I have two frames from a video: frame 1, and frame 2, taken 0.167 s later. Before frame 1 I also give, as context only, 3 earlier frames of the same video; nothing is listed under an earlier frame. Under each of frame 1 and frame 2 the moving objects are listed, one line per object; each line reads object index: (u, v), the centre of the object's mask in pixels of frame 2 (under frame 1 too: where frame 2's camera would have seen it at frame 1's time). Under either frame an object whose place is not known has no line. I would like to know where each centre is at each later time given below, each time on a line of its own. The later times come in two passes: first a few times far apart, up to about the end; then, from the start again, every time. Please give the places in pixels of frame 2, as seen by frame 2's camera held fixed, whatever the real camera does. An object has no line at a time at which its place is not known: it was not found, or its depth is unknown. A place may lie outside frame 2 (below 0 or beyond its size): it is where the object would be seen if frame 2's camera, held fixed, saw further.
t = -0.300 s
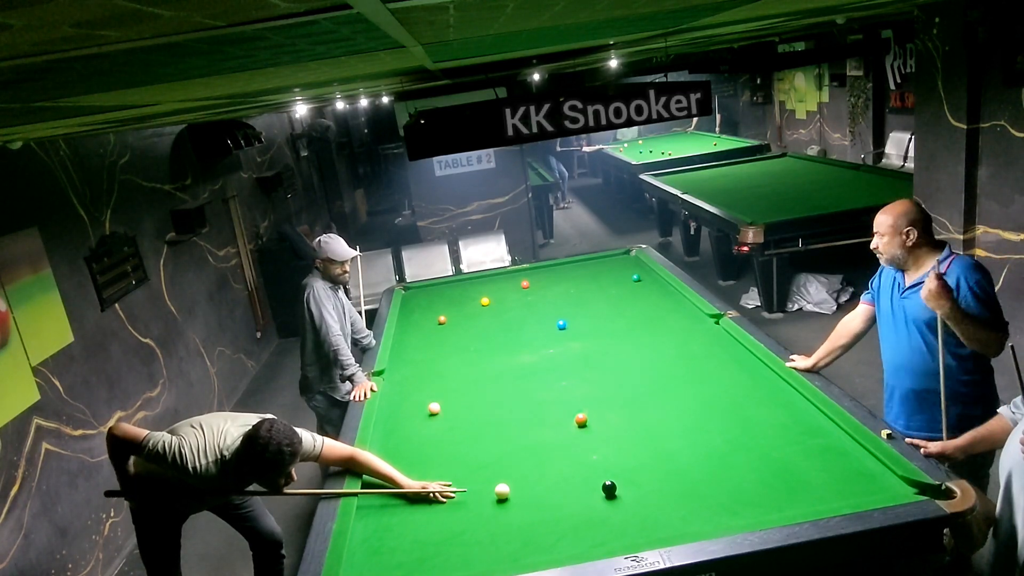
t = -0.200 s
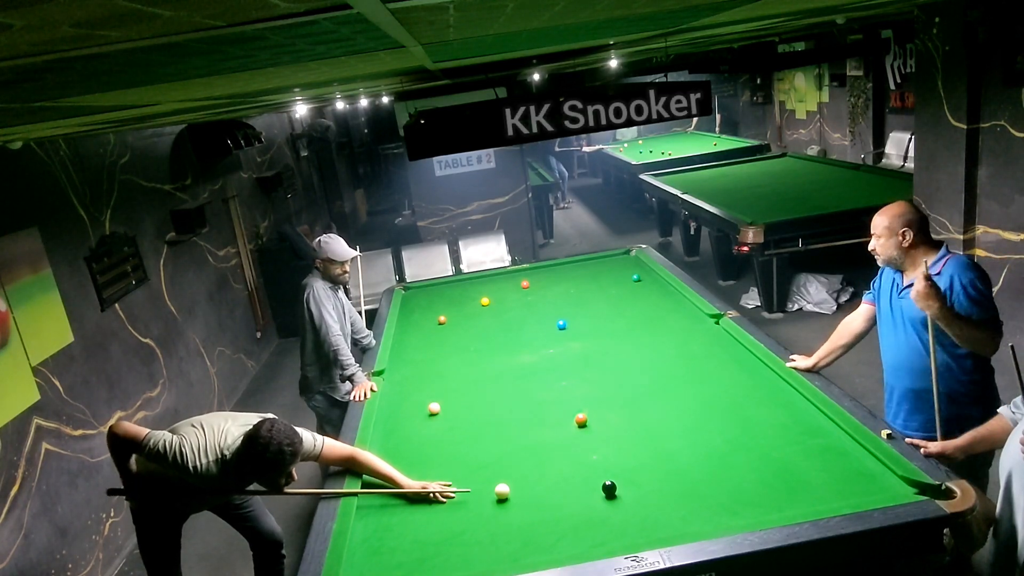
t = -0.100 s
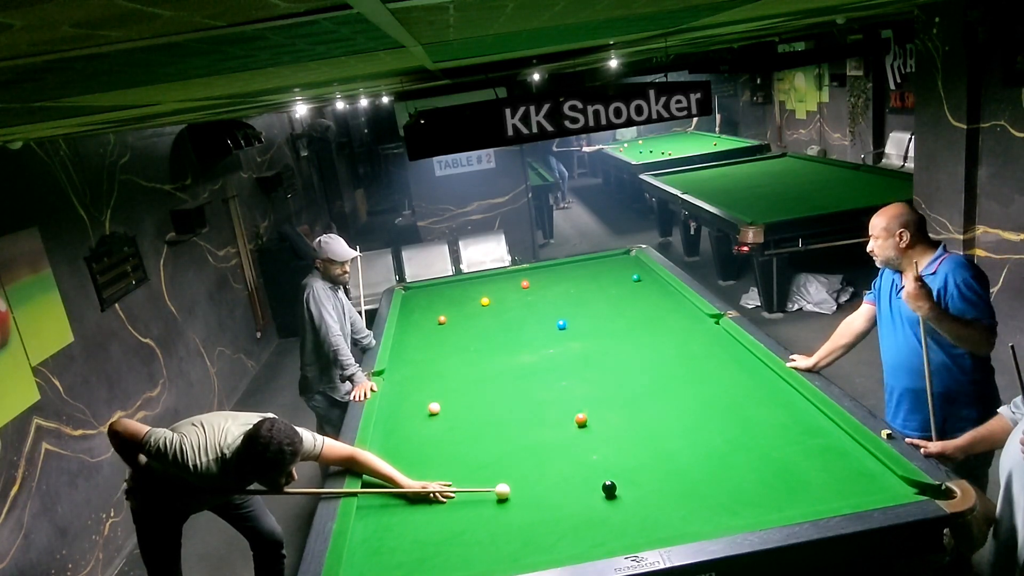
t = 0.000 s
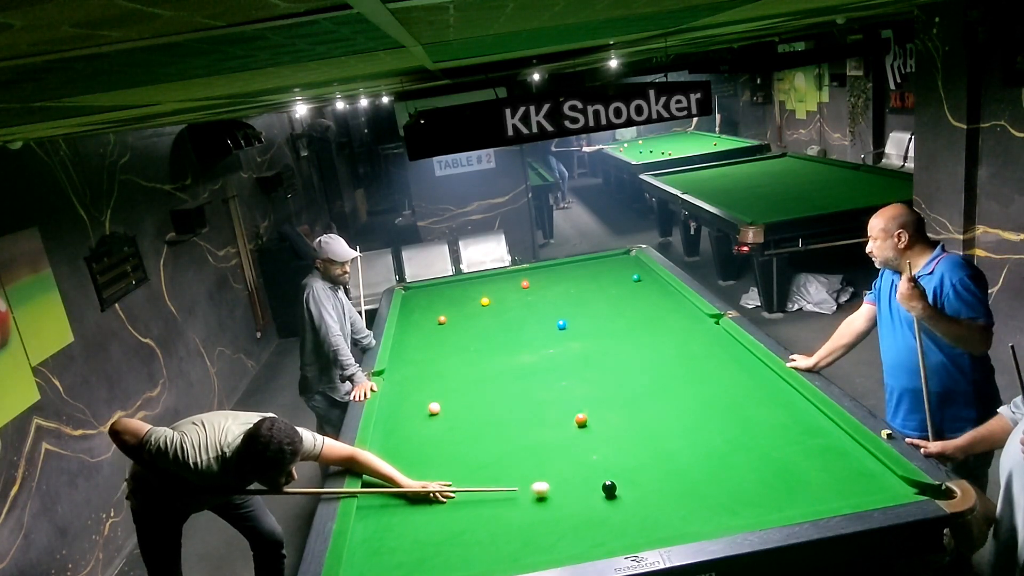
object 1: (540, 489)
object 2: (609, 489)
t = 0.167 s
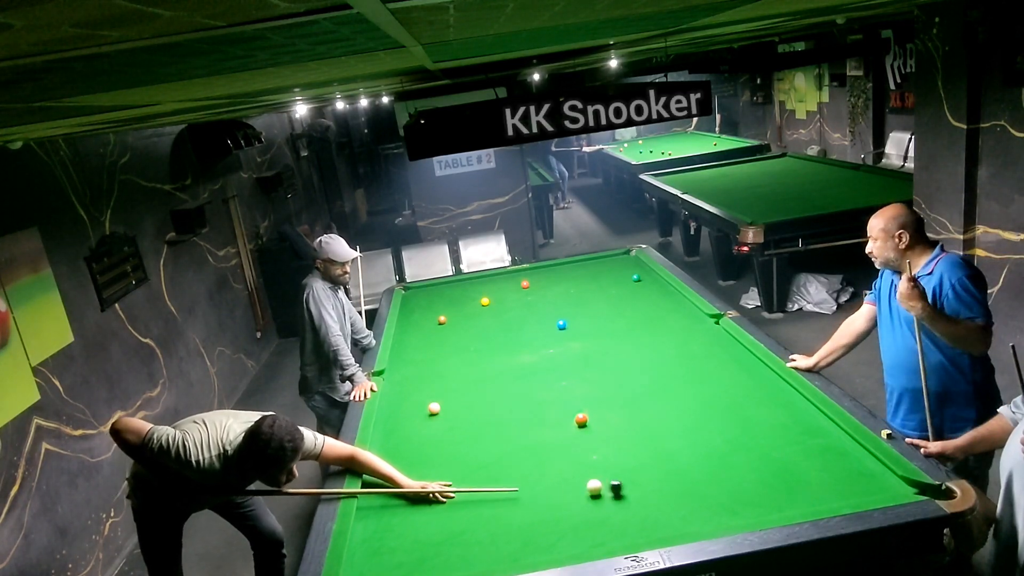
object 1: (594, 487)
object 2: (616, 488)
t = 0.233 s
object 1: (598, 486)
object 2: (636, 488)
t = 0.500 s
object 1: (622, 482)
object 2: (701, 489)
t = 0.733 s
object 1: (642, 479)
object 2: (758, 489)
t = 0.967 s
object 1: (659, 477)
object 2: (814, 490)
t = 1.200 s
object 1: (674, 475)
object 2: (870, 489)
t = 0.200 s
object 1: (596, 486)
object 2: (627, 488)
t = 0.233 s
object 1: (598, 486)
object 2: (636, 488)
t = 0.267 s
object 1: (601, 485)
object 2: (644, 489)
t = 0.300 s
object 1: (604, 485)
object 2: (653, 489)
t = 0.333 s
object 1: (607, 484)
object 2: (660, 489)
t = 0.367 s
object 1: (610, 484)
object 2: (669, 489)
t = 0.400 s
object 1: (614, 483)
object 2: (677, 489)
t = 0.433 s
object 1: (616, 483)
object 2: (684, 489)
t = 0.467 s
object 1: (620, 482)
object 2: (693, 489)
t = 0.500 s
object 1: (622, 482)
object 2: (701, 489)
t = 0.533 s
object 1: (625, 481)
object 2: (709, 489)
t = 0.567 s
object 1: (628, 481)
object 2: (717, 489)
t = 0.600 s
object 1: (631, 481)
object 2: (725, 489)
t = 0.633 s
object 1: (634, 480)
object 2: (733, 489)
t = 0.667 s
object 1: (636, 480)
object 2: (741, 489)
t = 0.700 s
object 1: (639, 479)
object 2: (749, 489)
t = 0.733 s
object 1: (642, 479)
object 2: (758, 489)
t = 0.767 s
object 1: (644, 479)
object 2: (766, 489)
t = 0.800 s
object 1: (647, 478)
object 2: (773, 490)
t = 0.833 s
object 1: (649, 478)
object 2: (782, 489)
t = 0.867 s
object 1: (652, 478)
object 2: (790, 490)
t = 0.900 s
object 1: (654, 477)
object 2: (797, 490)
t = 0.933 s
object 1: (657, 477)
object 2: (806, 490)
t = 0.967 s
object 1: (659, 477)
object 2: (814, 490)
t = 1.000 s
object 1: (661, 476)
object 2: (822, 490)
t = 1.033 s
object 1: (663, 476)
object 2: (830, 490)
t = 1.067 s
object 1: (666, 476)
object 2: (838, 490)
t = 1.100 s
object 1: (668, 475)
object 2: (846, 490)
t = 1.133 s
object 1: (670, 475)
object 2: (854, 490)
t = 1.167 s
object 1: (672, 475)
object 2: (862, 490)
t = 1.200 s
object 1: (674, 475)
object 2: (870, 489)
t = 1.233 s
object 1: (676, 474)
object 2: (878, 489)
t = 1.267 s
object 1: (678, 474)
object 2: (886, 488)
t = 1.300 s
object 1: (680, 474)
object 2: (893, 488)
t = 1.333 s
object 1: (682, 474)
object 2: (901, 488)
